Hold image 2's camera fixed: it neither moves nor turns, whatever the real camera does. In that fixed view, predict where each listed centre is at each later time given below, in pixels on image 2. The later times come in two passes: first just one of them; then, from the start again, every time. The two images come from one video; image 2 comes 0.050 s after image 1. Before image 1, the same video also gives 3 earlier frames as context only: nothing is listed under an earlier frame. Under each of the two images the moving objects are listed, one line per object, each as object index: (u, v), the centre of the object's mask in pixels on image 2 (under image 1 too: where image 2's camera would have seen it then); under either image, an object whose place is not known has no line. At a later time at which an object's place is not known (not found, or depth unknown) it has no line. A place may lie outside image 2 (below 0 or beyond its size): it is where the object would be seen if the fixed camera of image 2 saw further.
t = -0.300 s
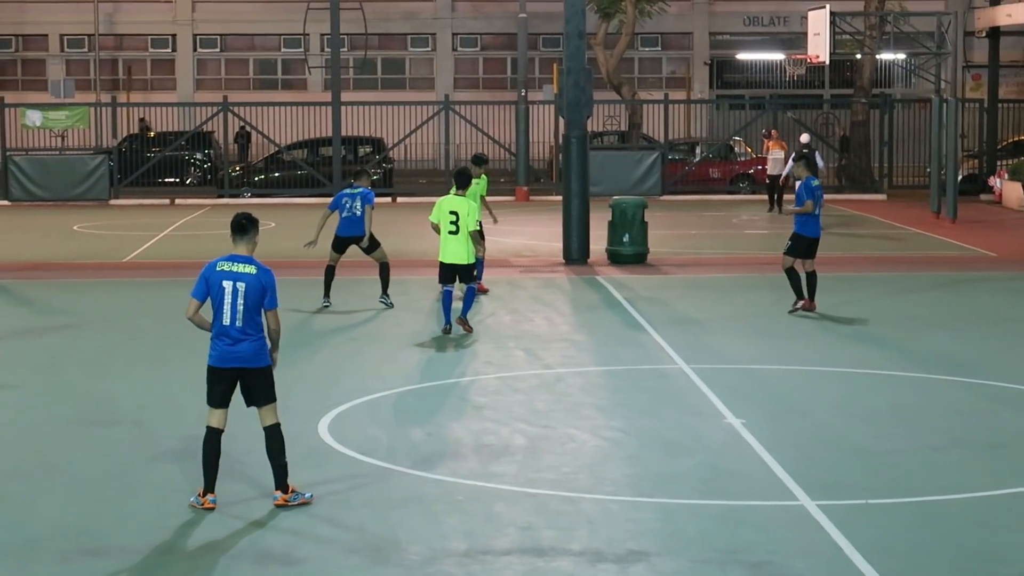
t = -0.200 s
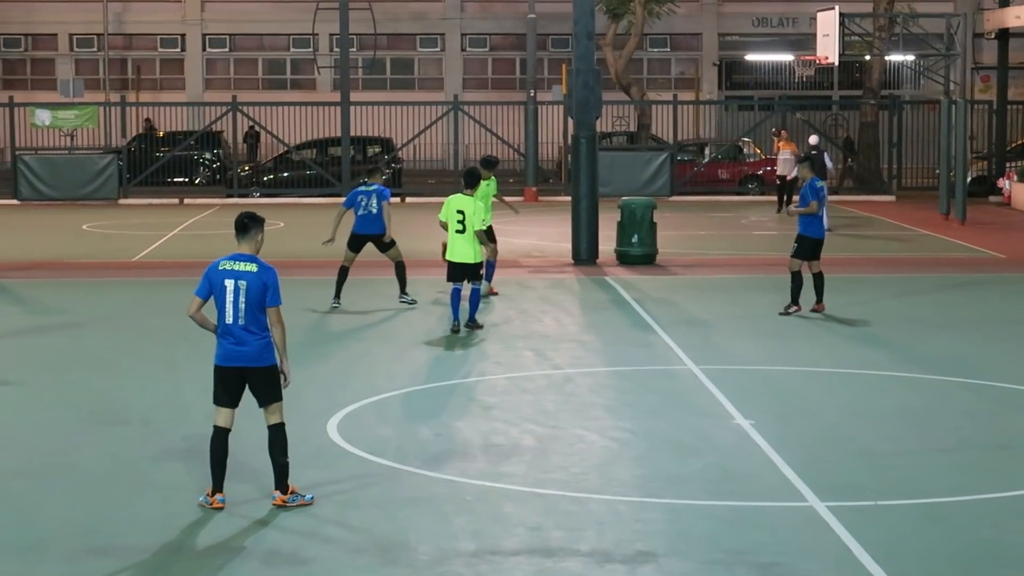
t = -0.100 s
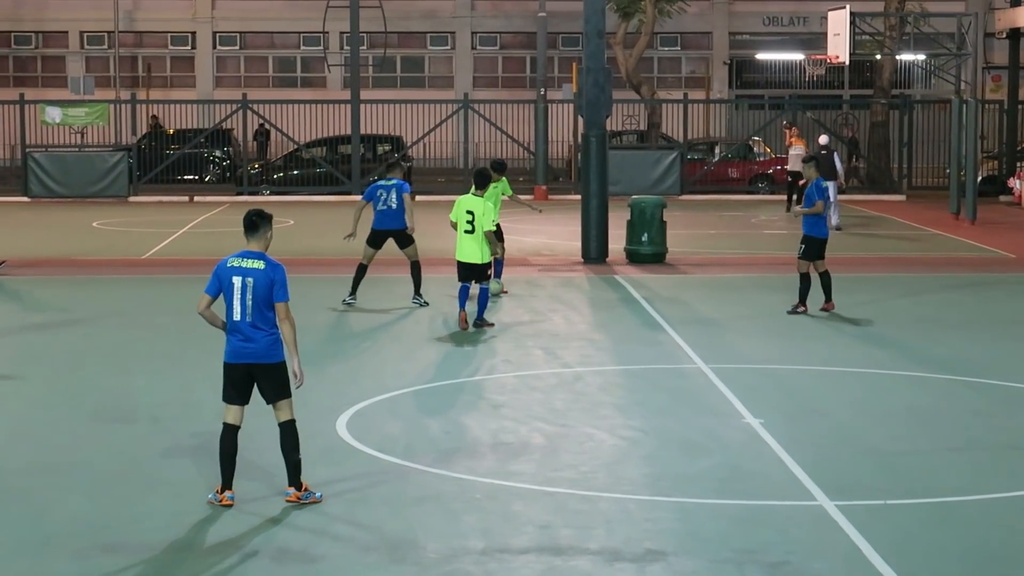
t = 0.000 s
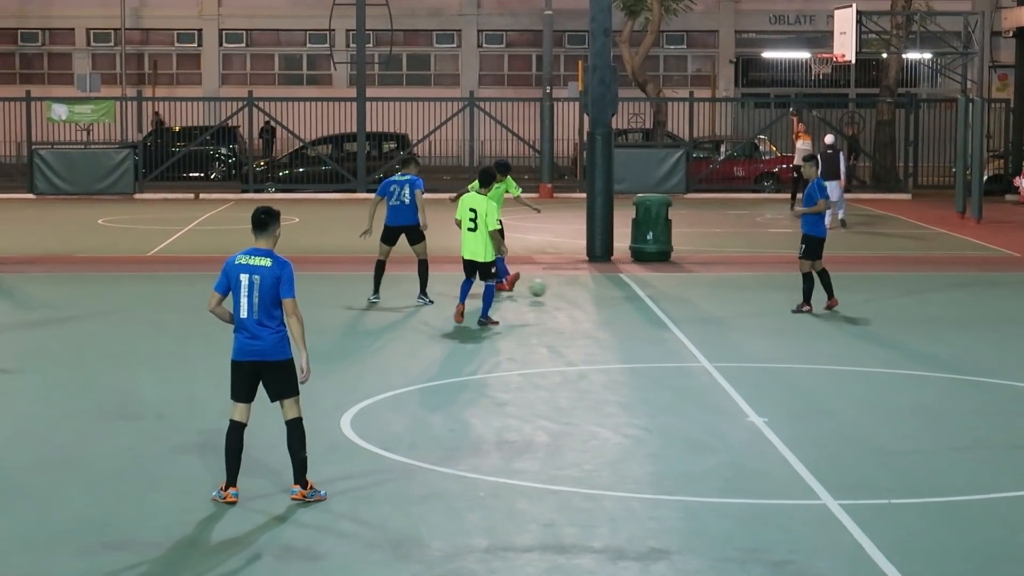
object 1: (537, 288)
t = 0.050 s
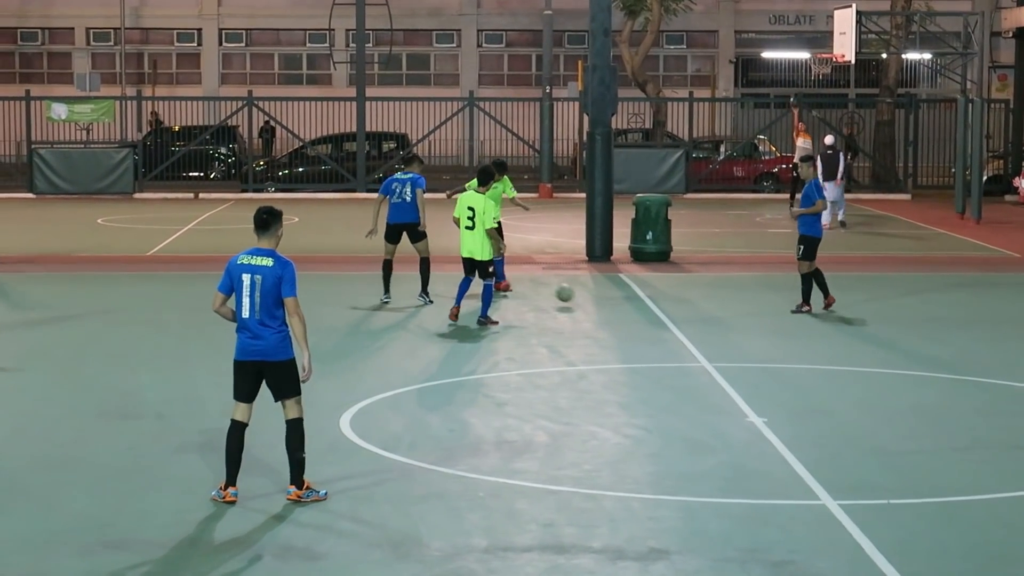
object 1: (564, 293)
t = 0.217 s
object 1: (664, 315)
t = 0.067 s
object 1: (574, 295)
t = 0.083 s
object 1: (584, 298)
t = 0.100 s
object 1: (594, 301)
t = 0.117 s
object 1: (603, 304)
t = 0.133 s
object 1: (615, 307)
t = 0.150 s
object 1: (625, 308)
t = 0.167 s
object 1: (634, 309)
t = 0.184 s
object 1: (643, 311)
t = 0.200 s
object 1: (654, 313)
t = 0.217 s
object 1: (664, 315)
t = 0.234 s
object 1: (675, 318)
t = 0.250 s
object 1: (685, 321)
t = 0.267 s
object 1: (694, 322)
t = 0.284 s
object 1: (704, 323)
